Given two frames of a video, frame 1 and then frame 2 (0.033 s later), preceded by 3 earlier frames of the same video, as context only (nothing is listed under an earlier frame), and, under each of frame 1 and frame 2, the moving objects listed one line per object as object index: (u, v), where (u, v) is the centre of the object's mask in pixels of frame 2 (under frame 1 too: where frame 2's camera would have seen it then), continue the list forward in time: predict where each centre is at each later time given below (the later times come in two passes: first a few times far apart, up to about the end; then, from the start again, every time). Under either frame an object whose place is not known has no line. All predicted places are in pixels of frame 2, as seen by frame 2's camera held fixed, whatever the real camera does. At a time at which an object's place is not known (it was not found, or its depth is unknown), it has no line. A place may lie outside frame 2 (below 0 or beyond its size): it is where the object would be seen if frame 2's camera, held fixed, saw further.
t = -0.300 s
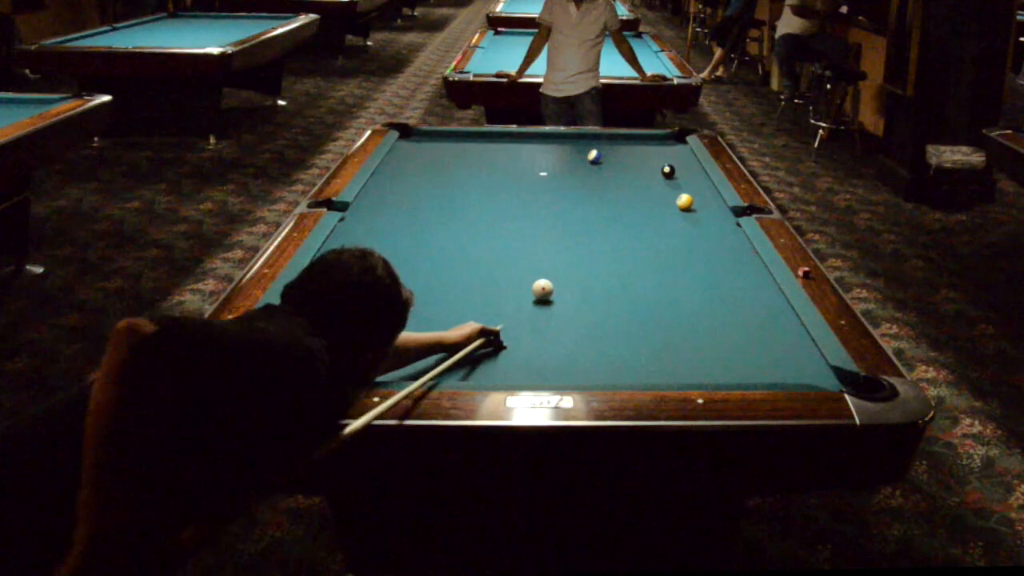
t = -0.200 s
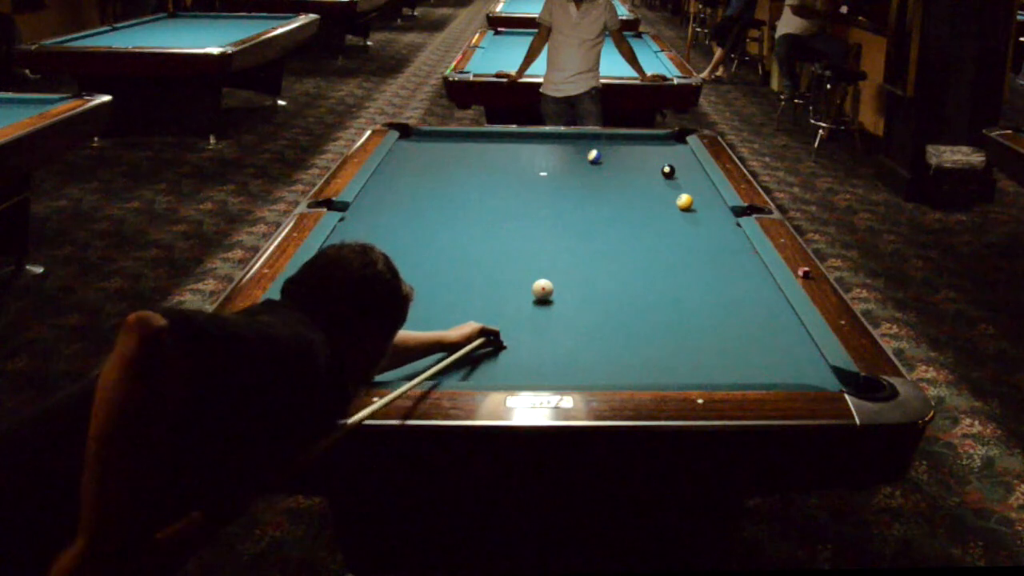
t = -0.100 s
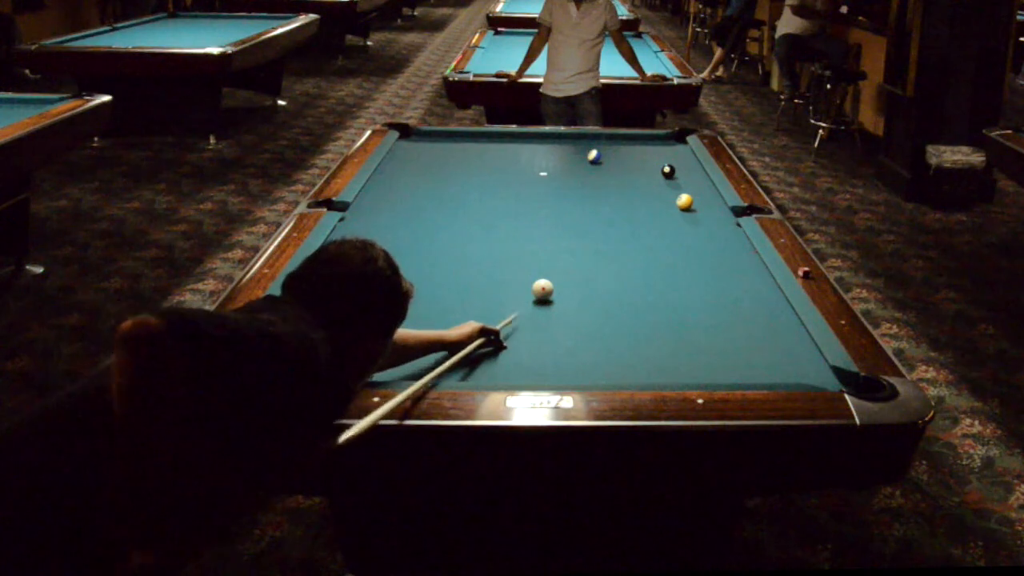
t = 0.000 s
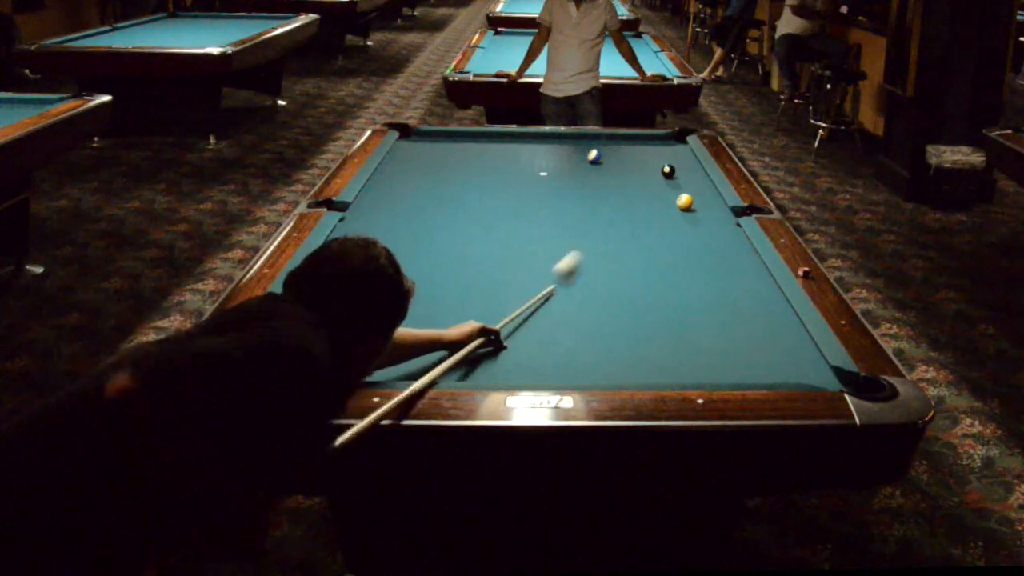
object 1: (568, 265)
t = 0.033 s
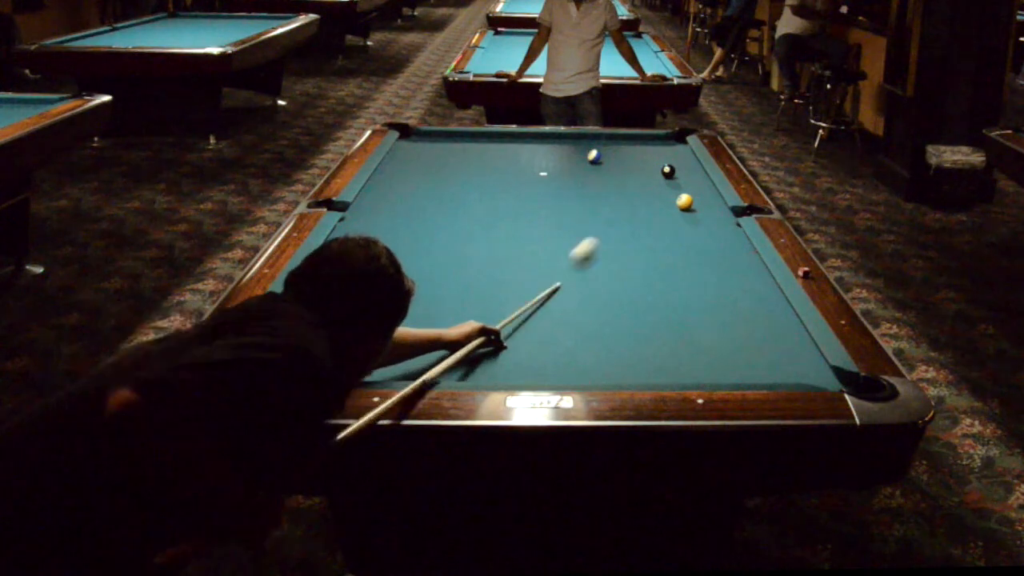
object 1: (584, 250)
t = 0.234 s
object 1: (652, 187)
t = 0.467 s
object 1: (693, 174)
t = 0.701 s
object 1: (688, 175)
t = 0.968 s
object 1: (670, 176)
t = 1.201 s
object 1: (655, 178)
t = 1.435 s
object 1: (641, 179)
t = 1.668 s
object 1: (628, 180)
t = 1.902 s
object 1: (616, 181)
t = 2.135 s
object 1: (605, 183)
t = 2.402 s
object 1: (594, 183)
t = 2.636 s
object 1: (585, 184)
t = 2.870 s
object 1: (577, 185)
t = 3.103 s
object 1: (570, 186)
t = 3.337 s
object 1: (565, 186)
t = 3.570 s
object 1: (560, 186)
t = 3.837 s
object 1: (557, 187)
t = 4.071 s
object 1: (555, 187)
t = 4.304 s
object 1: (554, 187)
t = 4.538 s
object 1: (555, 187)
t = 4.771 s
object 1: (555, 187)
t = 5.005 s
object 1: (555, 187)
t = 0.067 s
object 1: (599, 237)
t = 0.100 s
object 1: (612, 225)
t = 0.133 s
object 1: (623, 214)
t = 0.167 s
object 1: (634, 204)
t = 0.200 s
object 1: (643, 195)
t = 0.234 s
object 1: (652, 187)
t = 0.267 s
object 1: (660, 180)
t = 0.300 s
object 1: (668, 174)
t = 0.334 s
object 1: (674, 174)
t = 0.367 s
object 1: (680, 174)
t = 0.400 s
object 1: (684, 174)
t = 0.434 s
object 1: (689, 174)
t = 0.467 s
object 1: (693, 174)
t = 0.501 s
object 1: (697, 174)
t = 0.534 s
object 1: (699, 174)
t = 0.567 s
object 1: (697, 174)
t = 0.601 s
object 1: (695, 175)
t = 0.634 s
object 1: (692, 175)
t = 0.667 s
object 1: (690, 175)
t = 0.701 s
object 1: (688, 175)
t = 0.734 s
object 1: (685, 175)
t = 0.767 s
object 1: (683, 175)
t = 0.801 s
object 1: (681, 176)
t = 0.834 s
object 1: (679, 176)
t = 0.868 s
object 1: (676, 176)
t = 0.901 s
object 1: (674, 176)
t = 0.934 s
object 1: (672, 176)
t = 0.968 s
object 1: (670, 176)
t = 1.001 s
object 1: (667, 177)
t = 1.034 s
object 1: (665, 177)
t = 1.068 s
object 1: (663, 177)
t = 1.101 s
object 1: (661, 177)
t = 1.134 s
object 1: (659, 178)
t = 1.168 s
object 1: (657, 178)
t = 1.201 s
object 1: (655, 178)
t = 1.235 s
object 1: (653, 178)
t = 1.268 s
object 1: (651, 178)
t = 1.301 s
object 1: (649, 179)
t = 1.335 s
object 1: (647, 179)
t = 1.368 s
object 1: (645, 179)
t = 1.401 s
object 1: (643, 179)
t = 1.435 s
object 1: (641, 179)
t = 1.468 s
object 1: (639, 180)
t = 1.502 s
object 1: (637, 180)
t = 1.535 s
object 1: (635, 180)
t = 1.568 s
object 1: (633, 180)
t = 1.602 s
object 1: (632, 180)
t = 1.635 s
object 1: (630, 180)
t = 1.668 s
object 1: (628, 180)
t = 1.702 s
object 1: (626, 180)
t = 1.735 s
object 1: (624, 181)
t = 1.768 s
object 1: (623, 181)
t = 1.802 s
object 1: (621, 181)
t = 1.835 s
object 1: (619, 181)
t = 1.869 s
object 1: (618, 181)
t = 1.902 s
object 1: (616, 181)
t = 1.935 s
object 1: (614, 182)
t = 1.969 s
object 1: (613, 182)
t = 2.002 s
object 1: (611, 182)
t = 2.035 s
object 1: (610, 182)
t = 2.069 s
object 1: (608, 182)
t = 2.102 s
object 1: (607, 182)
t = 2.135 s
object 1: (605, 183)
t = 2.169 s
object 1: (604, 183)
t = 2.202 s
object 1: (602, 183)
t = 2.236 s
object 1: (601, 183)
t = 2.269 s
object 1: (599, 183)
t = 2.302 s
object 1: (598, 183)
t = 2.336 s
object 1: (596, 183)
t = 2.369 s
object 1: (595, 183)
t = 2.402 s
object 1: (594, 183)
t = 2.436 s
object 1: (592, 184)
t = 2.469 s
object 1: (591, 184)
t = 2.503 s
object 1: (590, 184)
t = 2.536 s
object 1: (588, 184)
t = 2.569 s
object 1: (587, 184)
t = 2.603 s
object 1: (586, 184)
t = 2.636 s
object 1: (585, 184)
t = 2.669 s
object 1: (584, 184)
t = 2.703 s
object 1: (582, 184)
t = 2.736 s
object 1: (581, 185)
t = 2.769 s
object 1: (580, 185)
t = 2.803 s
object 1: (579, 185)
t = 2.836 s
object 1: (578, 185)
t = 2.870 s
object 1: (577, 185)
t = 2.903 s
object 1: (576, 185)
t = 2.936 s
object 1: (575, 185)
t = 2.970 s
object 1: (574, 186)
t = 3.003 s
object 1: (573, 185)
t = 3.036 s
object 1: (572, 186)
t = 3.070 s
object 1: (571, 186)
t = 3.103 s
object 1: (570, 186)
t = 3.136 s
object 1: (570, 186)
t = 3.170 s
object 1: (569, 186)
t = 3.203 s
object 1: (568, 186)
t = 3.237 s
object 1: (567, 186)
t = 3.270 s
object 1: (566, 186)
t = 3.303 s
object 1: (565, 186)
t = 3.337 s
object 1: (565, 186)
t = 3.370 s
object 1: (564, 186)
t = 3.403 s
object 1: (563, 186)
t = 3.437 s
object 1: (563, 186)
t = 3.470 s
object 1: (562, 186)
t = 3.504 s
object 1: (561, 186)
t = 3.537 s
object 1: (561, 186)
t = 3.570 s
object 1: (560, 186)
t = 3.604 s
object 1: (560, 187)
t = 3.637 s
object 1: (559, 187)
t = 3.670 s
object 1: (559, 187)
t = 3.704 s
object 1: (558, 187)
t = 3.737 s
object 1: (558, 187)
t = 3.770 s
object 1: (558, 187)
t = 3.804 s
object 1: (557, 187)
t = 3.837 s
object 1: (557, 187)
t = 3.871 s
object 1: (556, 187)
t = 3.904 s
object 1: (556, 187)
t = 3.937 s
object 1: (556, 187)
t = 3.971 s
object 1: (555, 187)
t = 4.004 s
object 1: (555, 187)
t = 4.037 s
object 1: (555, 187)
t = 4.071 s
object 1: (555, 187)
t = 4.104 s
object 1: (555, 187)
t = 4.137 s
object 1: (554, 187)
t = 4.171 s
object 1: (555, 187)
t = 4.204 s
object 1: (554, 187)
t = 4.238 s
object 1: (554, 187)
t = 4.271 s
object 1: (554, 187)
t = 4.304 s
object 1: (554, 187)
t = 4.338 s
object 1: (554, 187)
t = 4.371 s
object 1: (554, 187)
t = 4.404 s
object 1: (554, 187)
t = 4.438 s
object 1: (554, 187)
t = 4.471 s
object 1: (554, 187)
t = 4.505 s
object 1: (554, 187)
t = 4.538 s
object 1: (555, 187)
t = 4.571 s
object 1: (554, 187)
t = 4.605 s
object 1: (555, 187)
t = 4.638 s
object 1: (554, 187)
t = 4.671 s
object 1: (554, 187)
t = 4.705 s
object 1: (555, 187)
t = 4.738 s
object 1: (555, 187)
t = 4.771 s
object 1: (555, 187)
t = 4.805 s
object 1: (555, 187)
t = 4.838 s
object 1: (555, 187)
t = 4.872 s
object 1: (555, 187)
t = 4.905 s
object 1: (555, 187)
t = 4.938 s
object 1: (555, 187)
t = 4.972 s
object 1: (555, 187)
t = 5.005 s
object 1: (555, 187)
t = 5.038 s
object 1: (555, 187)
